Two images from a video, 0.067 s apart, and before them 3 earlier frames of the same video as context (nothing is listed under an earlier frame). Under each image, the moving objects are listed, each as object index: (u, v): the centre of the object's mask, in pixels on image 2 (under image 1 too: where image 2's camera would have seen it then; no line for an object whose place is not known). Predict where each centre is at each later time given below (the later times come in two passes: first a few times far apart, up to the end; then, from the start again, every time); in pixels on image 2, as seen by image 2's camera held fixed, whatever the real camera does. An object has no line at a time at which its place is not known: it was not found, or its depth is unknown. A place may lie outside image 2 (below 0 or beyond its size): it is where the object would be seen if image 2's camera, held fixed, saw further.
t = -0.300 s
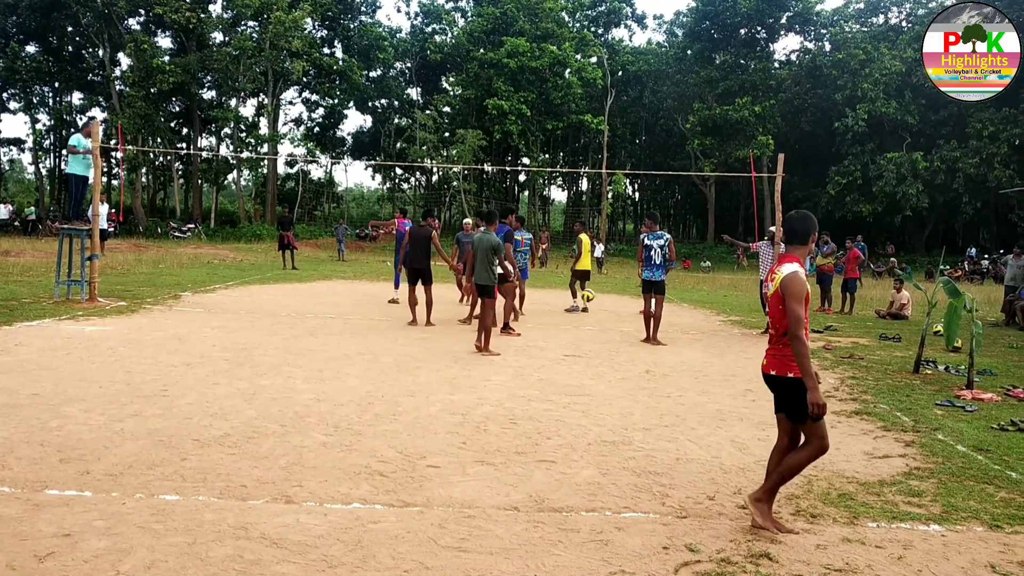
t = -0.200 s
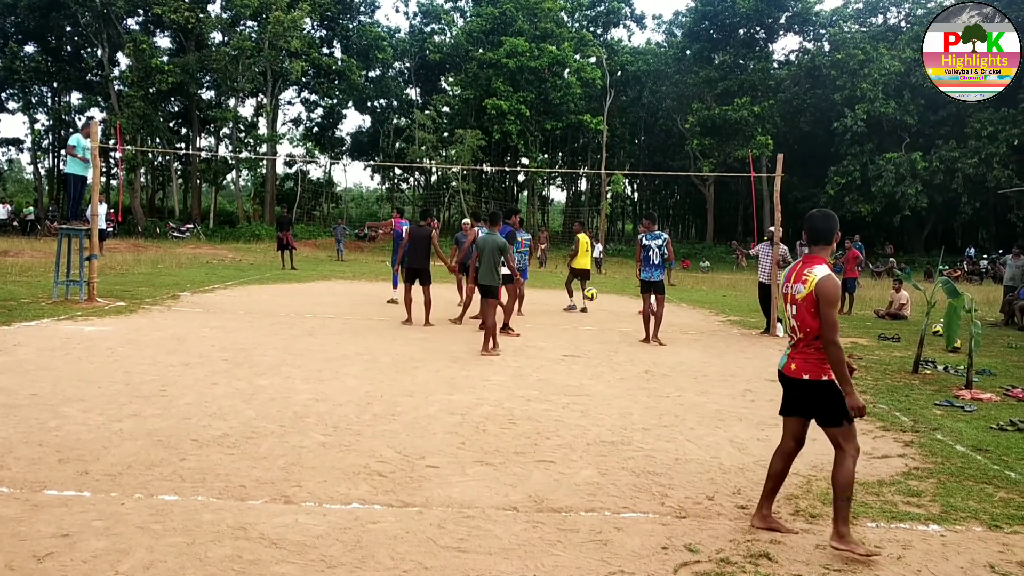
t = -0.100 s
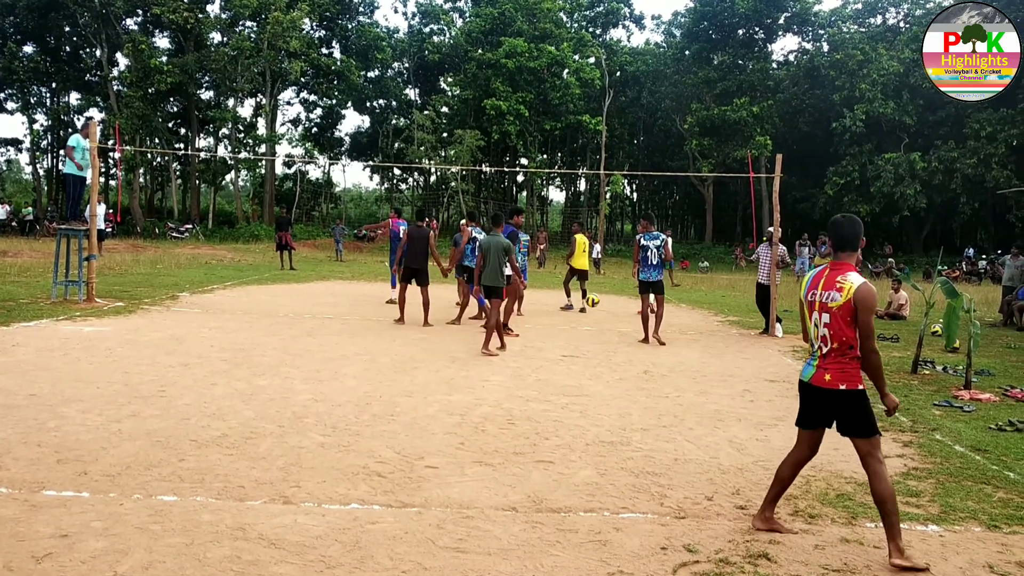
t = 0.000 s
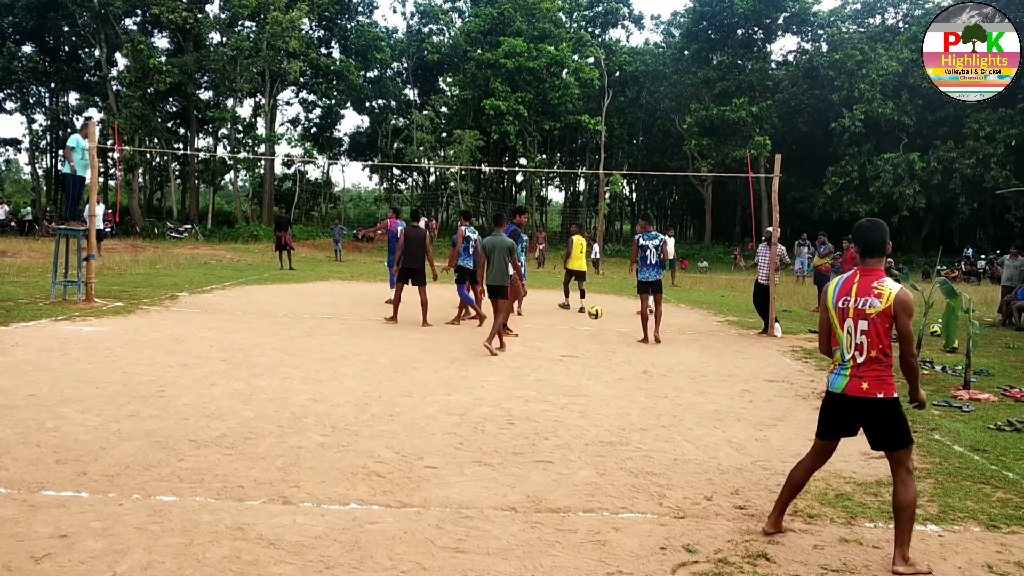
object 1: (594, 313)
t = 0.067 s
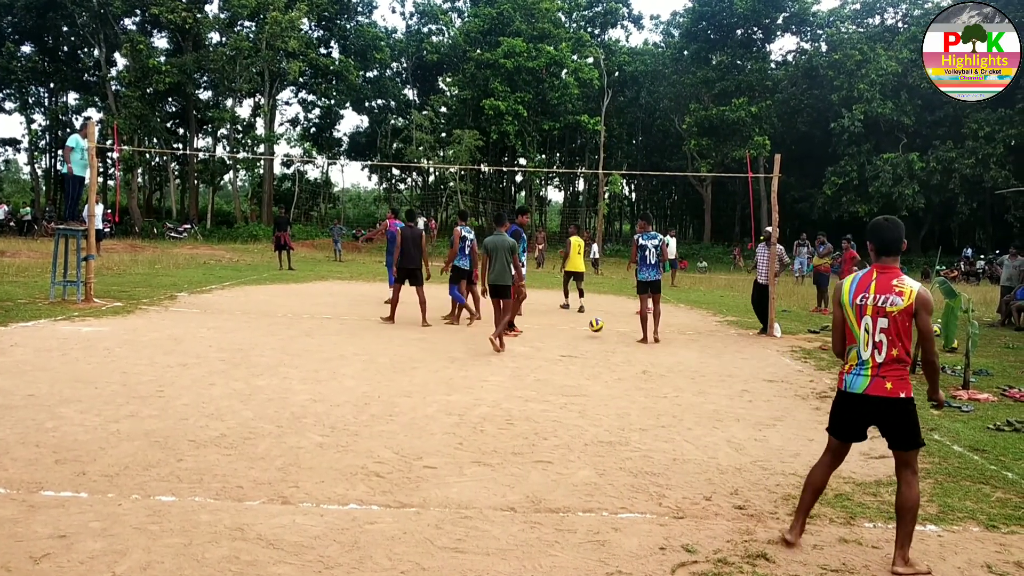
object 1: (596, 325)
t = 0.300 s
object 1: (606, 314)
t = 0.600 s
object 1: (619, 341)
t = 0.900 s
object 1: (639, 331)
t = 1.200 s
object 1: (662, 357)
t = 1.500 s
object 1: (689, 370)
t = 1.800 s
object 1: (715, 372)
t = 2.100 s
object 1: (746, 401)
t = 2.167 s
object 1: (754, 405)
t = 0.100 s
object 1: (597, 332)
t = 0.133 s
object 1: (598, 327)
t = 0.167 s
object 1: (600, 322)
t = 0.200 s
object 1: (602, 319)
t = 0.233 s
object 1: (603, 317)
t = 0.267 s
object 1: (604, 315)
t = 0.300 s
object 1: (606, 314)
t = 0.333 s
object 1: (607, 313)
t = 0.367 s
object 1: (609, 314)
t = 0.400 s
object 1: (610, 315)
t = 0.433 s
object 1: (611, 317)
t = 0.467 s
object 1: (613, 320)
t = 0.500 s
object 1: (614, 324)
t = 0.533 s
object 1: (616, 329)
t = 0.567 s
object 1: (617, 334)
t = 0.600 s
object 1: (619, 341)
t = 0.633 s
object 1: (620, 347)
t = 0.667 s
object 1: (623, 343)
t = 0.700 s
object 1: (625, 338)
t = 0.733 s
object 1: (627, 335)
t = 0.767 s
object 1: (629, 333)
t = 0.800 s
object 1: (632, 332)
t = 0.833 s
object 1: (635, 330)
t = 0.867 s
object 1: (637, 330)
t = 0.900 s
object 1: (639, 331)
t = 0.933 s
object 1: (642, 333)
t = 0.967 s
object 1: (645, 336)
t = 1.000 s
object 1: (647, 340)
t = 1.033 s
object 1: (649, 345)
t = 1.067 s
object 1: (652, 350)
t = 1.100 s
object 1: (655, 358)
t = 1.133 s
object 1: (657, 365)
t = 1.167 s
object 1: (659, 360)
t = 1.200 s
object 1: (662, 357)
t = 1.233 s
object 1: (665, 354)
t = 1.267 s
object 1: (668, 352)
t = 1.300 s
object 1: (671, 351)
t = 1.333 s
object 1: (674, 352)
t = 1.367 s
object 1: (677, 353)
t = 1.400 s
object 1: (679, 356)
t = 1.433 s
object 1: (683, 360)
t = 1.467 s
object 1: (686, 364)
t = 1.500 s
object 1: (689, 370)
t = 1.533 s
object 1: (692, 377)
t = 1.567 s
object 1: (695, 384)
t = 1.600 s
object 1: (698, 379)
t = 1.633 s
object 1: (701, 375)
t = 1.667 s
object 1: (703, 373)
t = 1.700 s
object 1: (706, 371)
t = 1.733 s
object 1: (709, 370)
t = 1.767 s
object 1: (712, 370)
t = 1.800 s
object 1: (715, 372)
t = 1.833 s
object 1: (718, 375)
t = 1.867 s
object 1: (721, 379)
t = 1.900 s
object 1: (724, 384)
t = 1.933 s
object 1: (728, 392)
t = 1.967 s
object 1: (731, 400)
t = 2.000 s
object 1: (734, 406)
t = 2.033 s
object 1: (738, 403)
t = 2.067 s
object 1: (743, 401)
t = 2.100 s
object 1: (746, 401)
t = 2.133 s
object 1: (750, 402)
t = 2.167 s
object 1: (754, 405)
